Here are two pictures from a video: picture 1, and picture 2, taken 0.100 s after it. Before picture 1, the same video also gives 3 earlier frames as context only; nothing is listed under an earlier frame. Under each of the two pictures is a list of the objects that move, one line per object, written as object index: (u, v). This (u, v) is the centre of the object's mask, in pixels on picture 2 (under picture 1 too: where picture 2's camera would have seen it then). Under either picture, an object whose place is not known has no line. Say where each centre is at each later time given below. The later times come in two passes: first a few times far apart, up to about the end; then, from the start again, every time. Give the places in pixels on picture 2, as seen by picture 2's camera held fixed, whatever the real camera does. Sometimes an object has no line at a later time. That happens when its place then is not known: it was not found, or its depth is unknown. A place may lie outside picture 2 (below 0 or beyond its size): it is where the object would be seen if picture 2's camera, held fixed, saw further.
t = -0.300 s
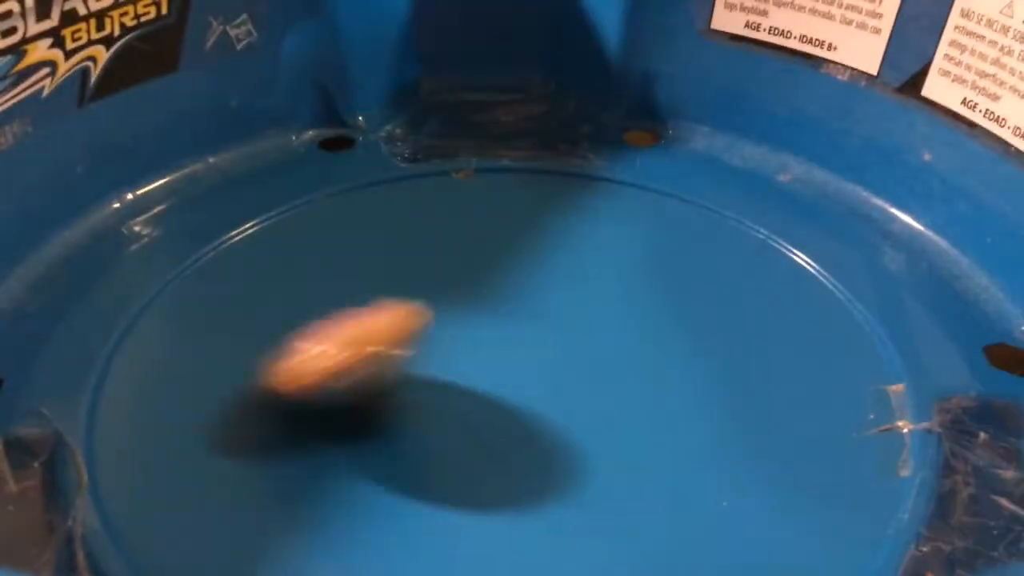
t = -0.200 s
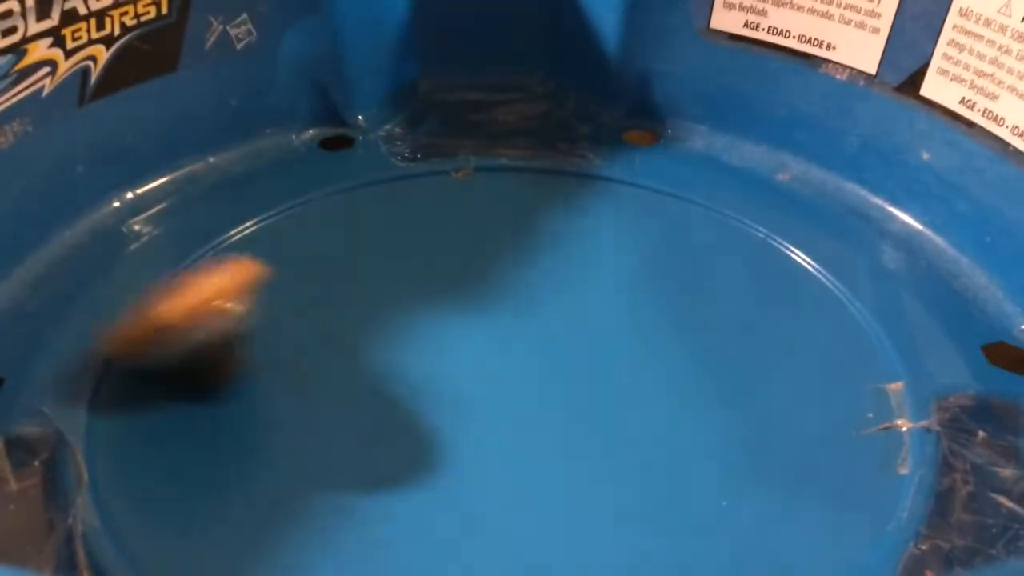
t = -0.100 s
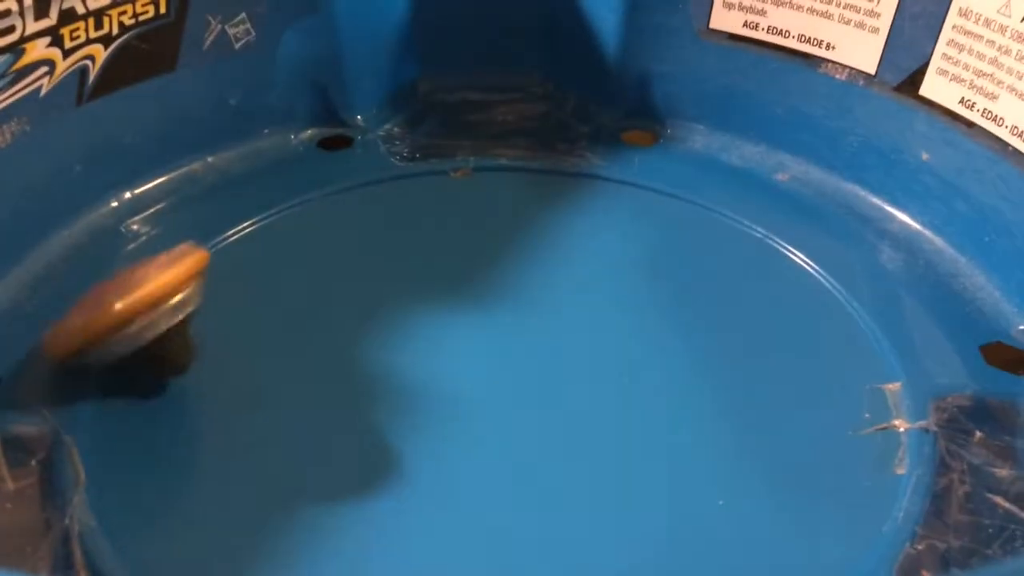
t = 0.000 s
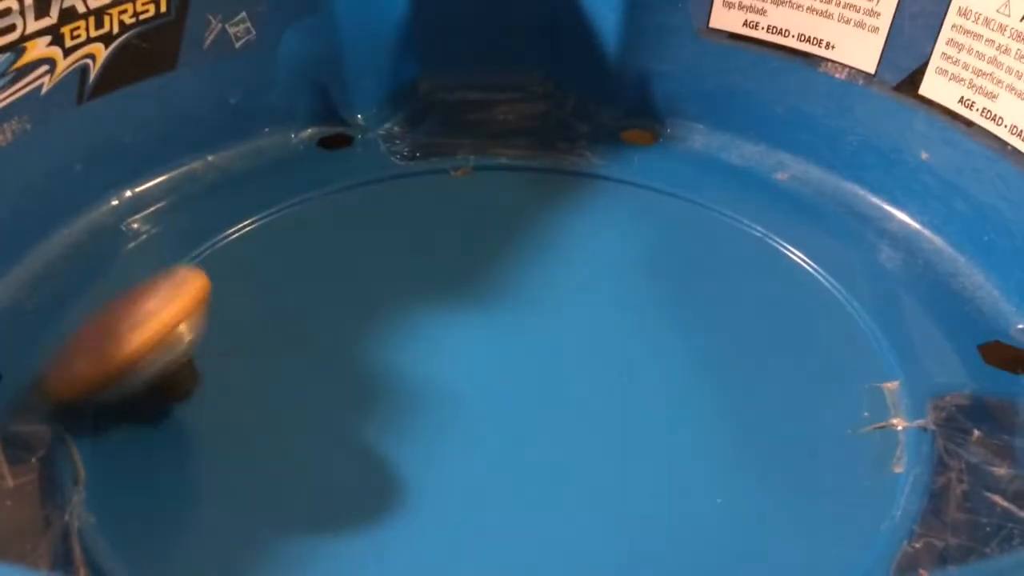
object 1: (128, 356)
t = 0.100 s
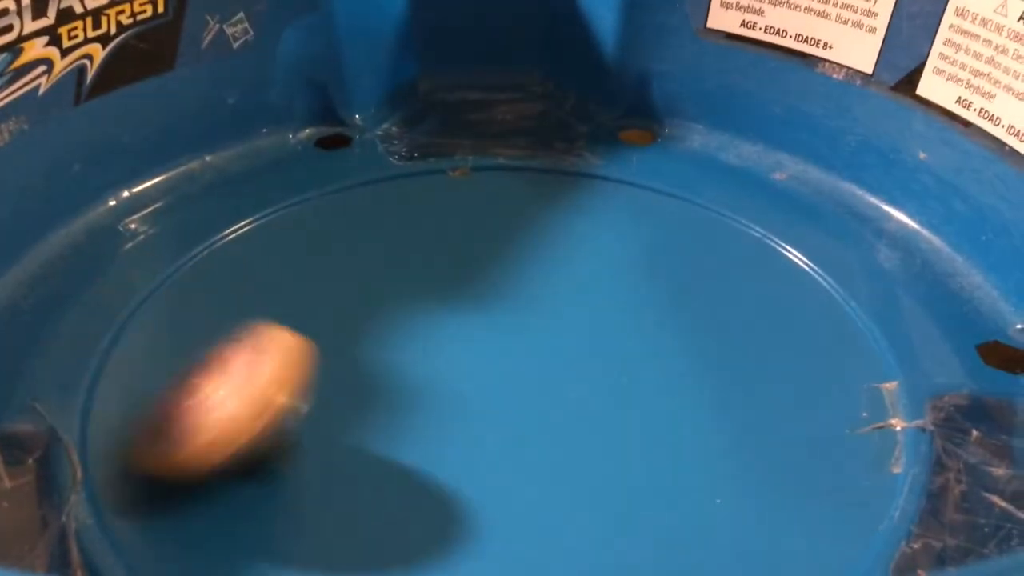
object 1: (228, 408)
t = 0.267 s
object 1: (538, 466)
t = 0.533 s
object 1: (798, 427)
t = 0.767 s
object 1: (497, 449)
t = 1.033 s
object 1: (150, 428)
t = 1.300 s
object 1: (278, 364)
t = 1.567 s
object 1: (494, 307)
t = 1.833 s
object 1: (531, 275)
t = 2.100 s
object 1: (422, 252)
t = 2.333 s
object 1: (375, 206)
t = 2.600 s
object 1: (401, 218)
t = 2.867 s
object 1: (502, 267)
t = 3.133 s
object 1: (622, 317)
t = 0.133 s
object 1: (280, 423)
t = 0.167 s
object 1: (335, 438)
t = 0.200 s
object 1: (398, 454)
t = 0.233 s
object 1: (469, 463)
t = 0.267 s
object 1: (538, 466)
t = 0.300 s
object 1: (606, 467)
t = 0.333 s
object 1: (670, 464)
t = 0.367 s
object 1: (725, 459)
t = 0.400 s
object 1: (769, 449)
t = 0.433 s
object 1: (800, 442)
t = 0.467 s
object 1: (813, 434)
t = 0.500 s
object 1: (813, 429)
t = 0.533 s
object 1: (798, 427)
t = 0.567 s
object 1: (772, 426)
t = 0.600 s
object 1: (736, 428)
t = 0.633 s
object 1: (695, 429)
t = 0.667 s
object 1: (649, 433)
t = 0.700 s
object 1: (602, 441)
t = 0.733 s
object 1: (550, 445)
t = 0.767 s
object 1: (497, 449)
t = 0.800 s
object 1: (444, 451)
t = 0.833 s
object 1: (388, 452)
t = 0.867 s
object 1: (338, 447)
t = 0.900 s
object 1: (288, 436)
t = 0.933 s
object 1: (247, 431)
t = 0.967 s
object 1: (193, 449)
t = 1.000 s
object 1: (169, 437)
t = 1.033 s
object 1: (150, 428)
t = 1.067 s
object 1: (140, 418)
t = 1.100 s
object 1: (139, 410)
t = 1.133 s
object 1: (144, 405)
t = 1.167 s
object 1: (156, 401)
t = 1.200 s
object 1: (187, 381)
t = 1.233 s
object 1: (214, 372)
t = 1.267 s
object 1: (246, 367)
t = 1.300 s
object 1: (278, 364)
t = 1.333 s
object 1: (309, 357)
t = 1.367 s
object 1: (339, 358)
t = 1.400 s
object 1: (370, 349)
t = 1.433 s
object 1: (400, 340)
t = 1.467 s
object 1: (428, 332)
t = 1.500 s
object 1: (453, 324)
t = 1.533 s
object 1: (475, 315)
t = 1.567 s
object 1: (494, 307)
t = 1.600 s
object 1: (510, 300)
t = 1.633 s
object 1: (523, 293)
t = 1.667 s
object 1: (533, 288)
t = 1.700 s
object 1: (539, 283)
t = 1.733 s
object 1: (541, 280)
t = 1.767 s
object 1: (540, 277)
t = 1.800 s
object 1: (537, 276)
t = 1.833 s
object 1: (531, 275)
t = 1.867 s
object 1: (521, 275)
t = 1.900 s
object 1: (510, 275)
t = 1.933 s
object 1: (496, 274)
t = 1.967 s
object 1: (481, 272)
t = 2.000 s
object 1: (465, 269)
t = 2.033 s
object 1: (450, 264)
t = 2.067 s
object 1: (436, 259)
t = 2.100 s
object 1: (422, 252)
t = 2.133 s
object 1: (412, 245)
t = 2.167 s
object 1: (402, 238)
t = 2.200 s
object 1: (395, 231)
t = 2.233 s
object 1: (388, 223)
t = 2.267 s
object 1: (382, 215)
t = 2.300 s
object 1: (378, 210)
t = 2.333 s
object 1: (375, 206)
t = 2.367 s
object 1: (374, 204)
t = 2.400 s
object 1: (374, 203)
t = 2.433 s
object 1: (375, 203)
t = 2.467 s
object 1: (377, 204)
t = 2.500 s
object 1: (382, 206)
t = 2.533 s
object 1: (387, 209)
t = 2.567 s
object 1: (393, 213)
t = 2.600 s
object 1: (401, 218)
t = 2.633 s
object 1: (410, 223)
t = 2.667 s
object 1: (420, 230)
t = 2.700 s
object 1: (432, 236)
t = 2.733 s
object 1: (444, 242)
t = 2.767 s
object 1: (458, 248)
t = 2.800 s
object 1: (472, 255)
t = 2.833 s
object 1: (487, 260)
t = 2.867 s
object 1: (502, 267)
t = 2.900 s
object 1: (519, 273)
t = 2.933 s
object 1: (534, 279)
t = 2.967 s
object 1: (551, 285)
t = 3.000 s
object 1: (566, 292)
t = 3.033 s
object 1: (582, 298)
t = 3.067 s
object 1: (596, 305)
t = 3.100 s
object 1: (610, 311)
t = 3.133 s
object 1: (622, 317)
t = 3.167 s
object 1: (634, 323)
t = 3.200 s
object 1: (644, 330)
